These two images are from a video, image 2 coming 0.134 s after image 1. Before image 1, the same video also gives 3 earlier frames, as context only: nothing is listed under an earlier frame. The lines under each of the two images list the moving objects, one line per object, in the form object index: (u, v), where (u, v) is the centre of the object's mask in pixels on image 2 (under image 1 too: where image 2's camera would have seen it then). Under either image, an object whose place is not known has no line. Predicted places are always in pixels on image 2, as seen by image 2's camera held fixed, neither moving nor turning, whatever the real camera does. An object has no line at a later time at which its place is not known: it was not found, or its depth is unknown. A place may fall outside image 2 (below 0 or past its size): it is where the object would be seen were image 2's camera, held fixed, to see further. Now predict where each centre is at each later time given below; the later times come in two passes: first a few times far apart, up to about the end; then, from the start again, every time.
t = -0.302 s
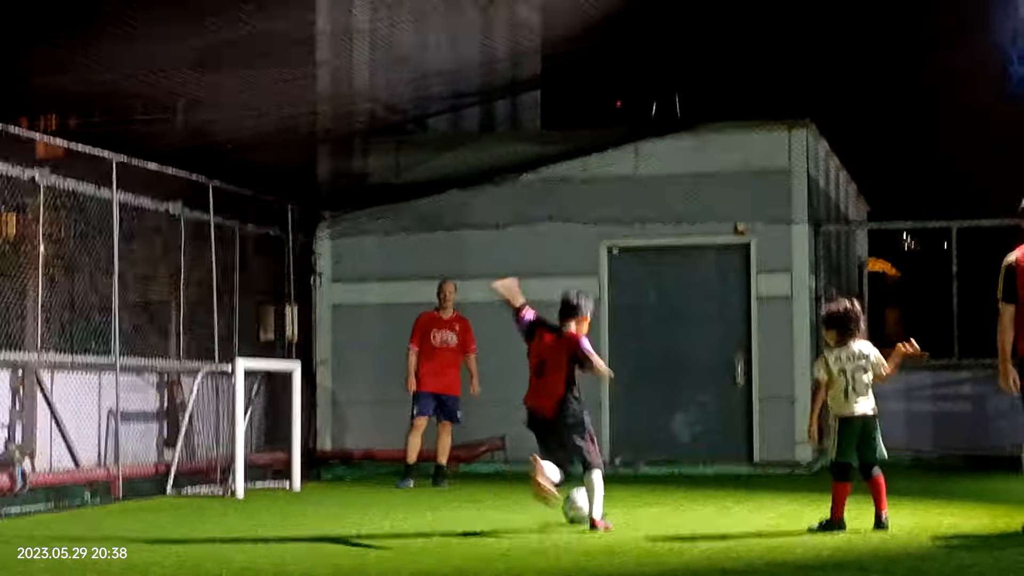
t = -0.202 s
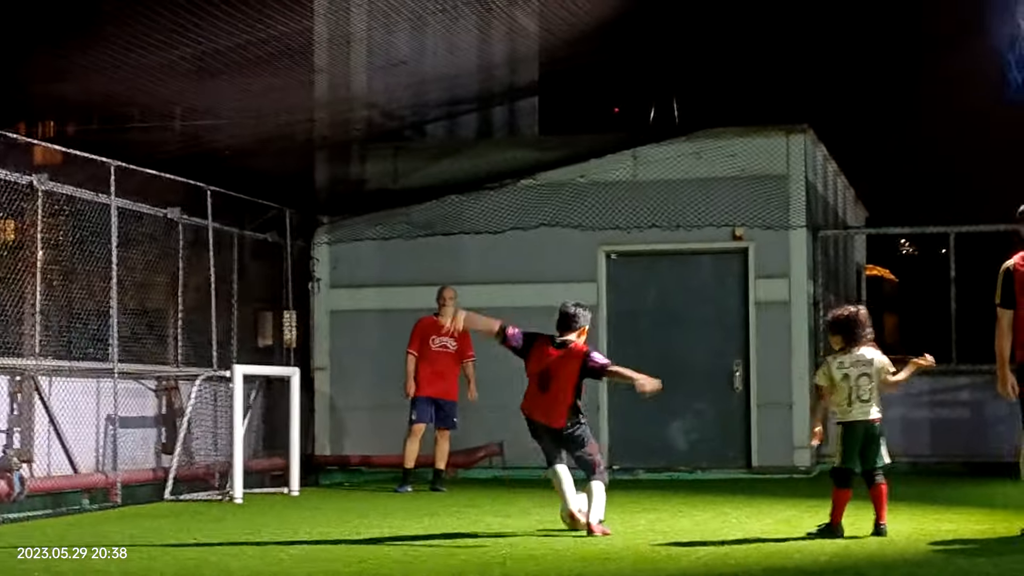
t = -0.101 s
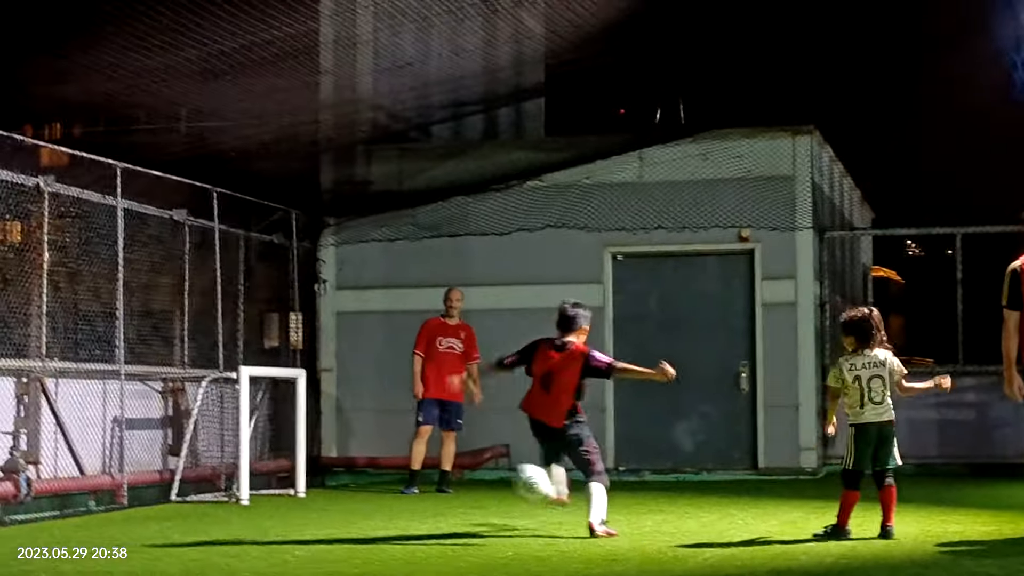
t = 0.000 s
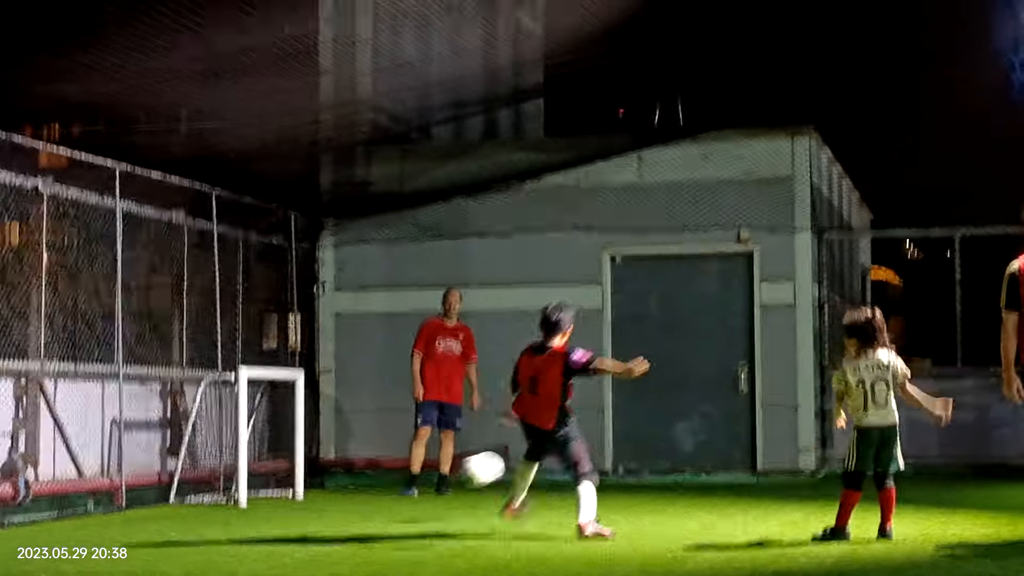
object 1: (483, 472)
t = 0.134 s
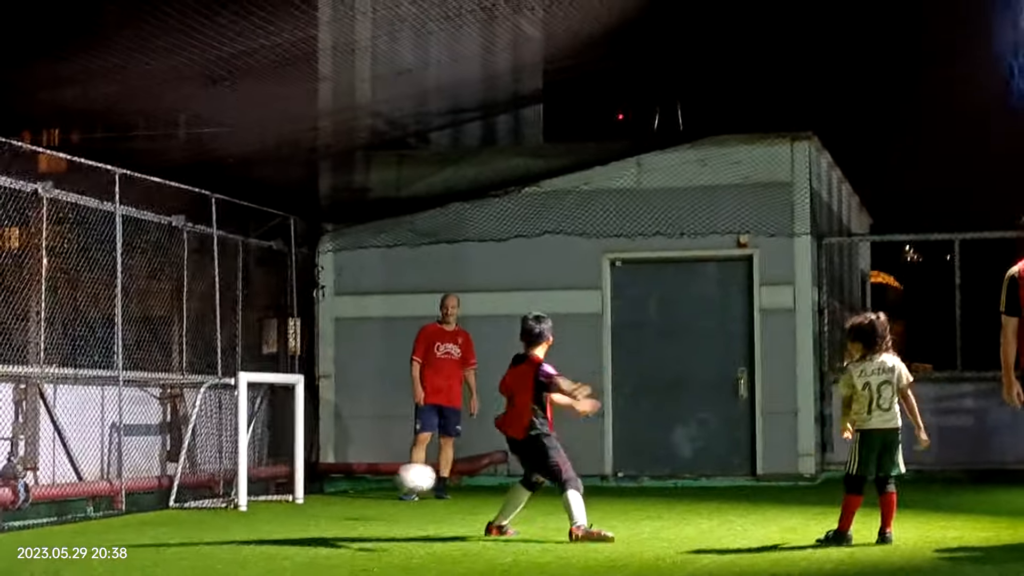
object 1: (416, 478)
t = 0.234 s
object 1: (371, 495)
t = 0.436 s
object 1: (300, 479)
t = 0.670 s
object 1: (226, 490)
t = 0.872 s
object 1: (215, 479)
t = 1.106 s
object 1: (255, 472)
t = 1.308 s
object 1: (263, 464)
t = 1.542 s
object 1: (271, 476)
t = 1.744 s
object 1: (271, 484)
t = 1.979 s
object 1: (266, 488)
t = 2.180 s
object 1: (261, 490)
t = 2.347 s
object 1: (258, 491)
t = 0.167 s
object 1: (401, 482)
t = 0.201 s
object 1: (386, 488)
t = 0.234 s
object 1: (371, 495)
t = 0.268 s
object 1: (357, 500)
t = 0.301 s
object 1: (345, 493)
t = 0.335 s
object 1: (334, 487)
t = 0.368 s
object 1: (323, 482)
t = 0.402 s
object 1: (312, 480)
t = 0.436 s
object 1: (300, 479)
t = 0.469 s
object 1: (289, 479)
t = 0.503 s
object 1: (277, 480)
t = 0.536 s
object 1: (267, 483)
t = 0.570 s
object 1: (260, 486)
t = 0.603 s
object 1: (255, 490)
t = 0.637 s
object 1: (230, 494)
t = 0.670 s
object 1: (226, 490)
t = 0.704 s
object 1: (222, 488)
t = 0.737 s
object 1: (215, 485)
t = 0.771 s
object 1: (210, 483)
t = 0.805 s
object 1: (206, 482)
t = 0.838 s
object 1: (208, 481)
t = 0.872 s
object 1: (215, 479)
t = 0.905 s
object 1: (222, 479)
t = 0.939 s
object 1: (226, 480)
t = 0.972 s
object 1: (230, 482)
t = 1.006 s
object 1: (251, 486)
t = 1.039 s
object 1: (253, 484)
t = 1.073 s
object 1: (254, 478)
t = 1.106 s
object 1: (255, 472)
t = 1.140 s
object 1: (256, 468)
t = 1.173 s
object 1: (257, 464)
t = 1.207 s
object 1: (258, 462)
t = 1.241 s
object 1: (260, 462)
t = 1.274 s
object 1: (262, 462)
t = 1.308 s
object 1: (263, 464)
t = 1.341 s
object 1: (265, 467)
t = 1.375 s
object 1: (267, 472)
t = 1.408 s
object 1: (269, 477)
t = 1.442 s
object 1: (269, 483)
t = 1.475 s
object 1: (270, 481)
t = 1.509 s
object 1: (270, 478)
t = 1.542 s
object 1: (271, 476)
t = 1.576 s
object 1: (271, 474)
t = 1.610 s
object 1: (270, 474)
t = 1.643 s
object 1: (271, 475)
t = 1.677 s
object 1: (271, 478)
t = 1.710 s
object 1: (270, 482)
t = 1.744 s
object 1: (271, 484)
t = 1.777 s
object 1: (271, 483)
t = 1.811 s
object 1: (270, 482)
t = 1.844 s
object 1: (268, 483)
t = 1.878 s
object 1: (269, 485)
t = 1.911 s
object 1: (268, 489)
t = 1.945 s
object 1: (268, 490)
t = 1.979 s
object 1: (266, 488)
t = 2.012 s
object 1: (264, 488)
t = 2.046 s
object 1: (264, 487)
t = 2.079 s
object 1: (263, 490)
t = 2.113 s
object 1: (263, 491)
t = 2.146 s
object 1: (262, 490)
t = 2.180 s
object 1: (261, 490)
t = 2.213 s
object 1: (260, 491)
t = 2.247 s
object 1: (260, 491)
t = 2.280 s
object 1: (260, 492)
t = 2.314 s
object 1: (259, 492)
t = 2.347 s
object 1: (258, 491)
